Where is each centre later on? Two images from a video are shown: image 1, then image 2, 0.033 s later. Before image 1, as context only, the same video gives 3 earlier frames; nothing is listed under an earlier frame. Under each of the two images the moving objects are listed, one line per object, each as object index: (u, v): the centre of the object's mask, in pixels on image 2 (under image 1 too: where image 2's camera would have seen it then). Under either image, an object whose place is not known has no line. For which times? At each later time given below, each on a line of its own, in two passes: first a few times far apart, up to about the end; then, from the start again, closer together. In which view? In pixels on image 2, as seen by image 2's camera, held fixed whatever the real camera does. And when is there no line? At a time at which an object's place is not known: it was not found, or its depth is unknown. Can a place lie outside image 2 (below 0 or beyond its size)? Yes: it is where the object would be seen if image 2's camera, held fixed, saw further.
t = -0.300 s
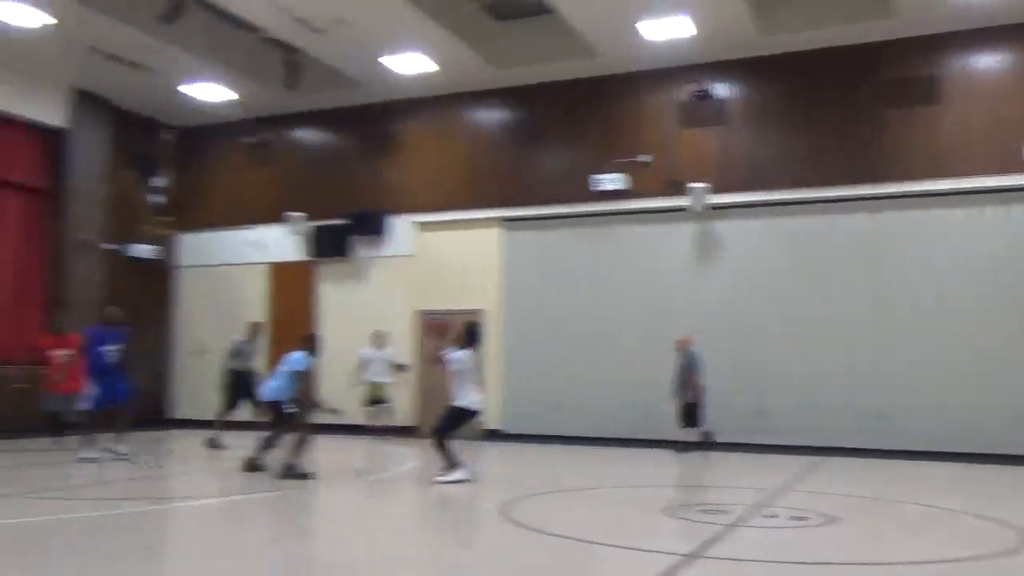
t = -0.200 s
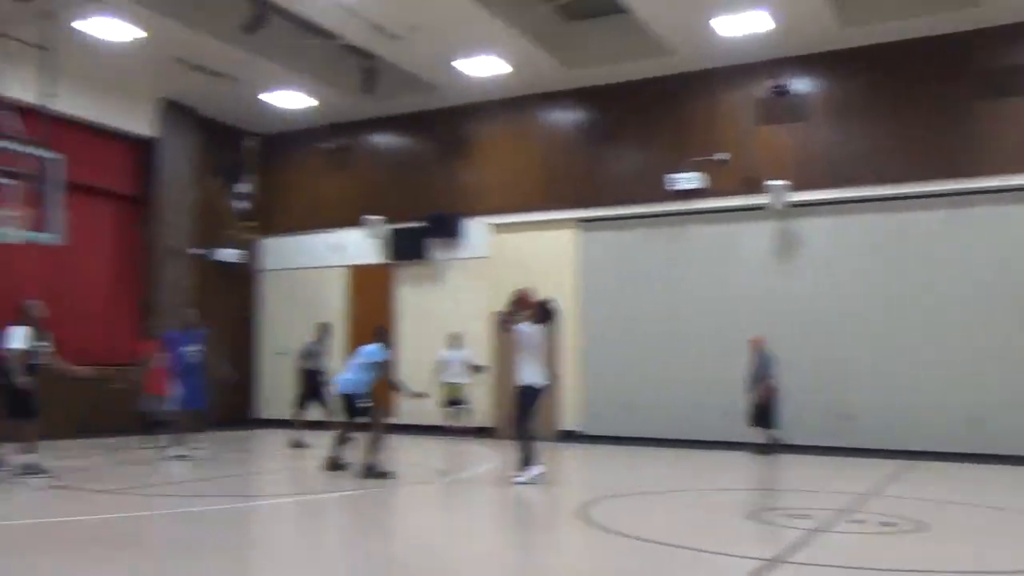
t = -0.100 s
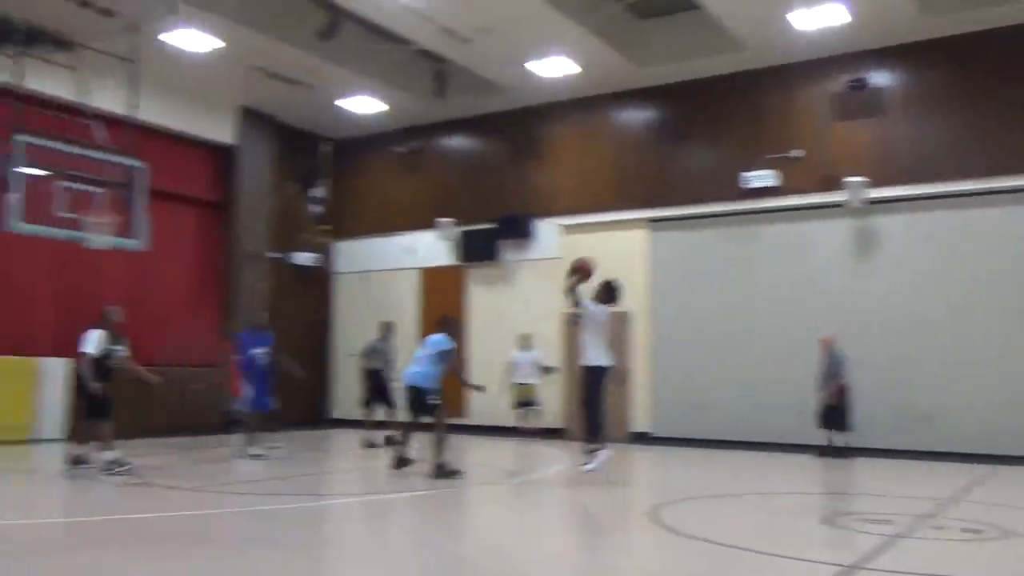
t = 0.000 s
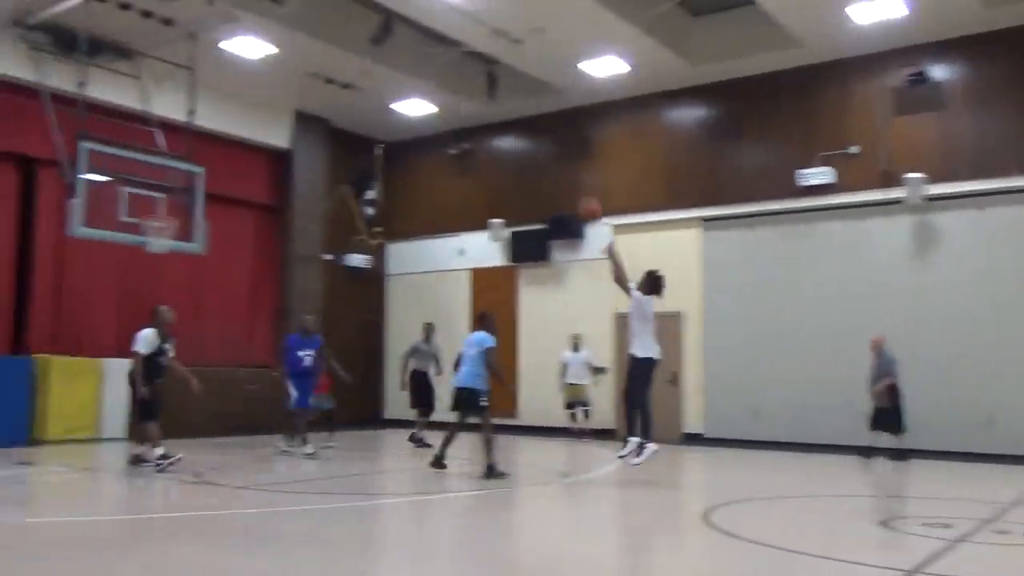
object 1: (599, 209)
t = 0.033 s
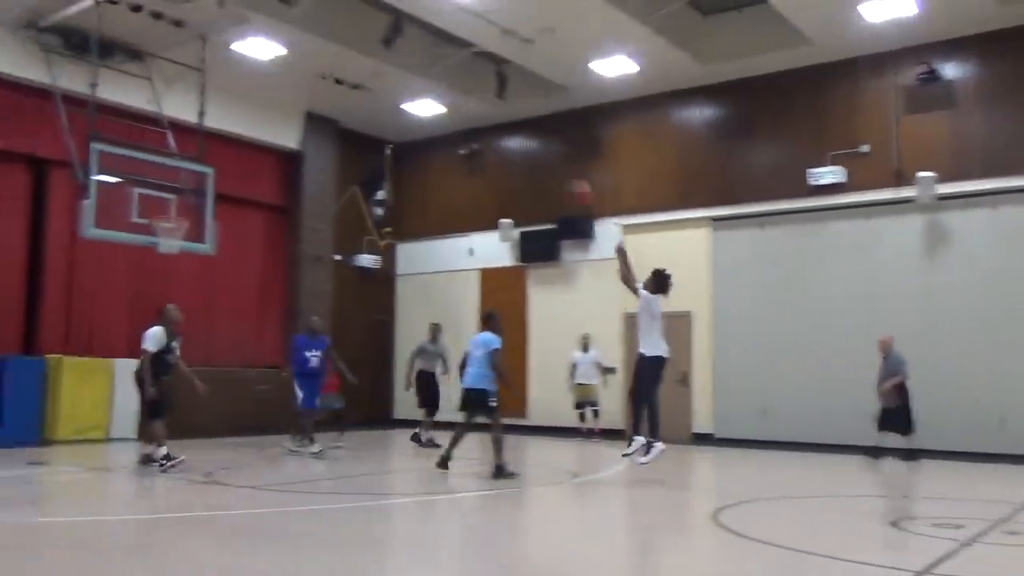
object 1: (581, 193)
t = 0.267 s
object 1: (470, 109)
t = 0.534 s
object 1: (362, 80)
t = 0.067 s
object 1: (565, 177)
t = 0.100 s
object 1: (550, 165)
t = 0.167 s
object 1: (516, 138)
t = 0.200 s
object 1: (501, 128)
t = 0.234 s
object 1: (487, 118)
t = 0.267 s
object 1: (470, 109)
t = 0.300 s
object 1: (457, 102)
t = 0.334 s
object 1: (449, 98)
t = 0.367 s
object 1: (428, 90)
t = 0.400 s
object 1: (414, 85)
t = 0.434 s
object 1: (400, 83)
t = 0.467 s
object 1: (388, 82)
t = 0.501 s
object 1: (375, 80)
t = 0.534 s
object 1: (362, 80)
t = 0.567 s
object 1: (348, 80)
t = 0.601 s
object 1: (336, 82)
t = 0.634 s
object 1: (324, 84)
